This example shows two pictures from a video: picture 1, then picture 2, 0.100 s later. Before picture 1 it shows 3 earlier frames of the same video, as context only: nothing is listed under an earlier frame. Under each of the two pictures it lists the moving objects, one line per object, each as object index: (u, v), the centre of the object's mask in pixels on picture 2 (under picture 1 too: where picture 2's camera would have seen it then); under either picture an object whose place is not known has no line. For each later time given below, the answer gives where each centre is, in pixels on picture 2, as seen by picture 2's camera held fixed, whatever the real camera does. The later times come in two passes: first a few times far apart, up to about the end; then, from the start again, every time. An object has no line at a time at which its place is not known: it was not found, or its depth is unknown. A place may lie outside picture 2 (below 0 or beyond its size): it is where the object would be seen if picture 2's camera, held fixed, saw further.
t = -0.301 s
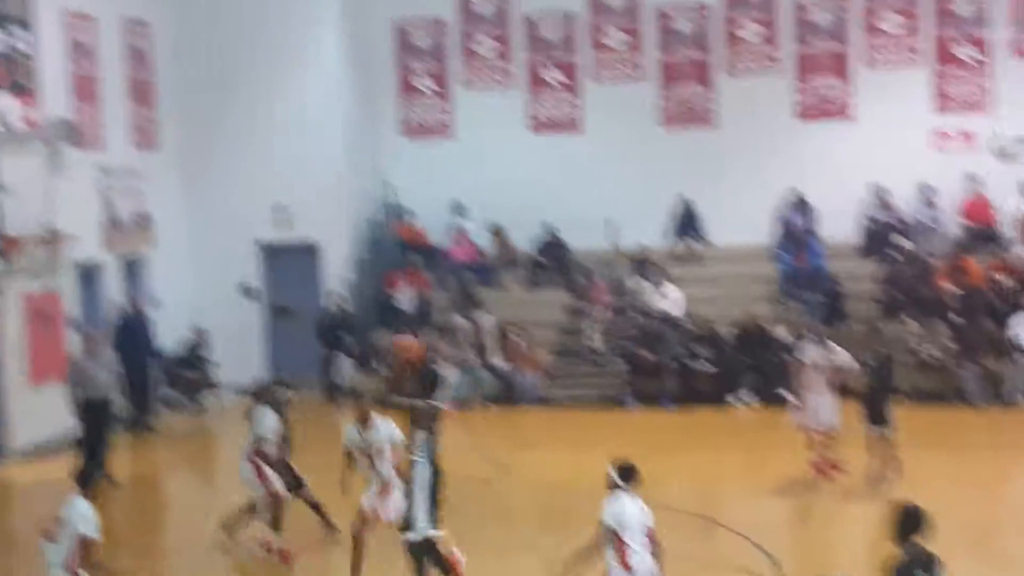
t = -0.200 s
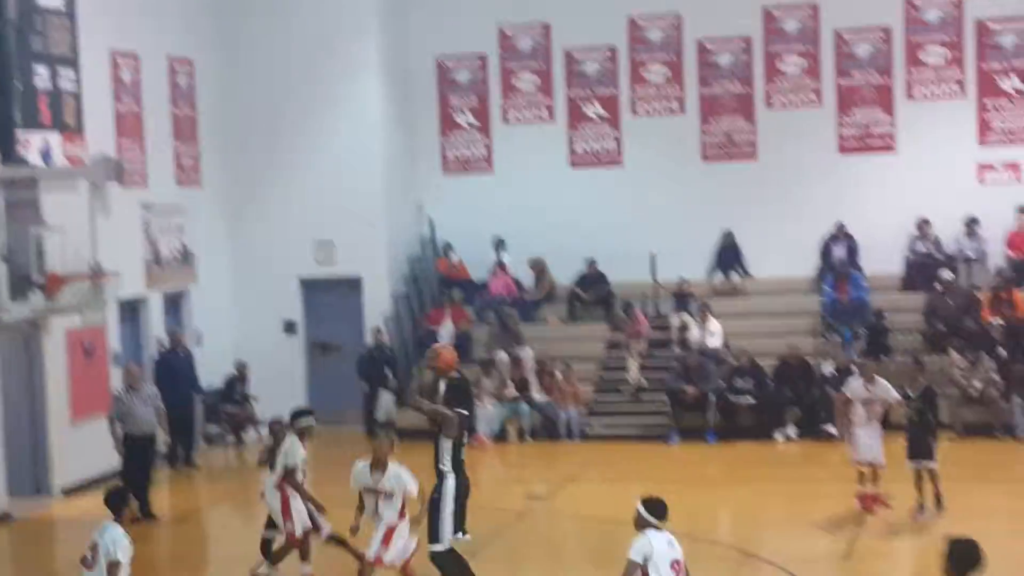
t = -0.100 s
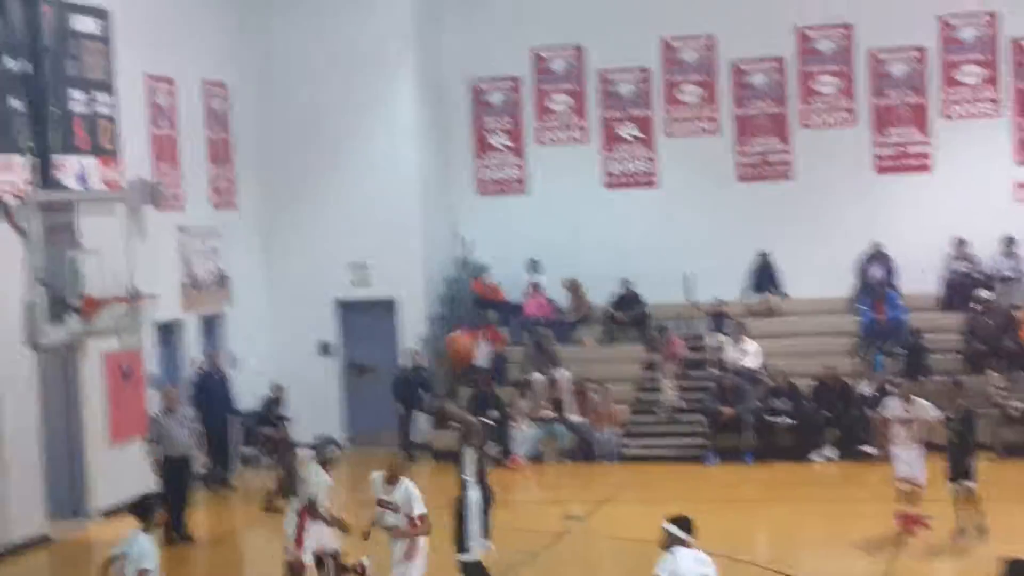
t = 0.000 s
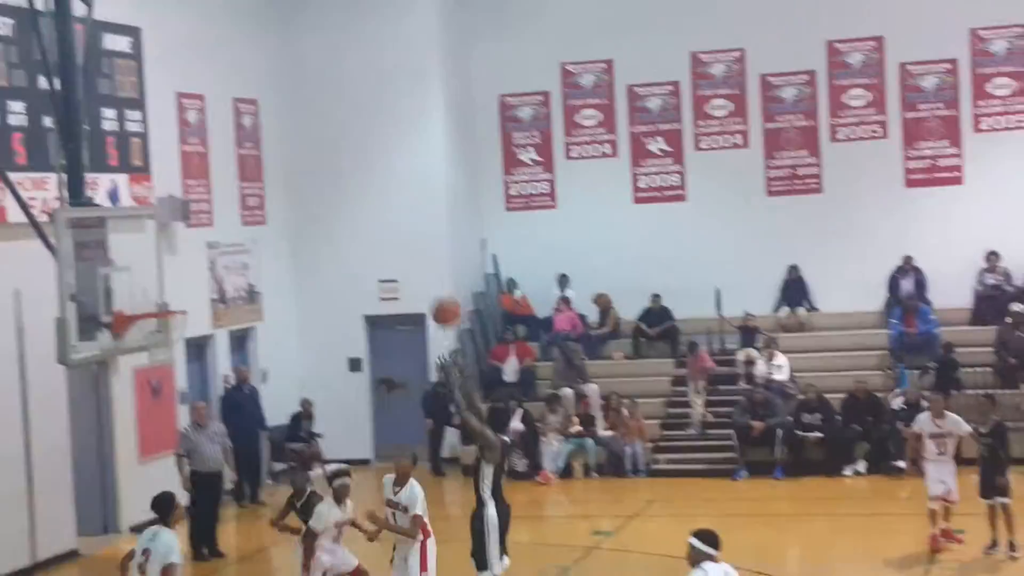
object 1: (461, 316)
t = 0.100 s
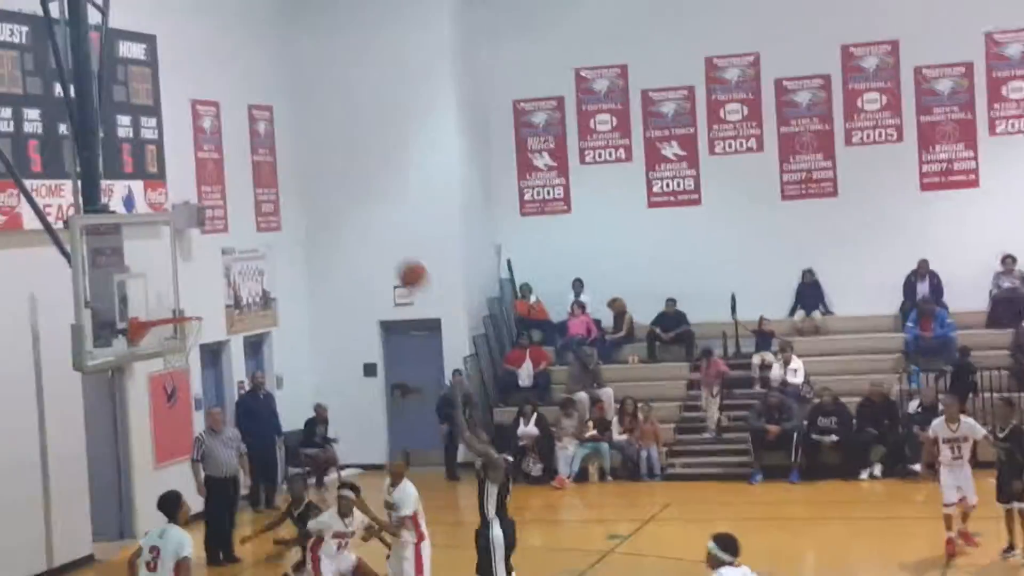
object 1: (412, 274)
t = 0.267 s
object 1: (336, 235)
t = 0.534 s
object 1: (227, 244)
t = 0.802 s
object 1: (154, 292)
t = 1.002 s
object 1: (190, 266)
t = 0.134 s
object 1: (396, 264)
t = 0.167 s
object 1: (381, 254)
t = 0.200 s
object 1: (366, 247)
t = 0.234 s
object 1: (350, 241)
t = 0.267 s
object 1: (336, 235)
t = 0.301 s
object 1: (322, 232)
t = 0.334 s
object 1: (308, 230)
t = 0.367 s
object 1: (294, 229)
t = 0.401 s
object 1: (280, 230)
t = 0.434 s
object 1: (267, 232)
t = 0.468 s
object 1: (253, 234)
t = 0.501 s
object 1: (240, 238)
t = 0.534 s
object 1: (227, 244)
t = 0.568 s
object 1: (215, 251)
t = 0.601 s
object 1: (202, 259)
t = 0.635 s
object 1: (191, 267)
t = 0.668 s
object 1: (179, 279)
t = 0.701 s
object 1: (168, 290)
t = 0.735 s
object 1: (156, 303)
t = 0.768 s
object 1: (149, 302)
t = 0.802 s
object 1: (154, 292)
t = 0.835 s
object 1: (160, 285)
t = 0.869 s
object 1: (165, 279)
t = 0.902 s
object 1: (171, 274)
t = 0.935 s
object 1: (177, 270)
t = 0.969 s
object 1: (184, 267)
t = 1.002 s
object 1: (190, 266)
